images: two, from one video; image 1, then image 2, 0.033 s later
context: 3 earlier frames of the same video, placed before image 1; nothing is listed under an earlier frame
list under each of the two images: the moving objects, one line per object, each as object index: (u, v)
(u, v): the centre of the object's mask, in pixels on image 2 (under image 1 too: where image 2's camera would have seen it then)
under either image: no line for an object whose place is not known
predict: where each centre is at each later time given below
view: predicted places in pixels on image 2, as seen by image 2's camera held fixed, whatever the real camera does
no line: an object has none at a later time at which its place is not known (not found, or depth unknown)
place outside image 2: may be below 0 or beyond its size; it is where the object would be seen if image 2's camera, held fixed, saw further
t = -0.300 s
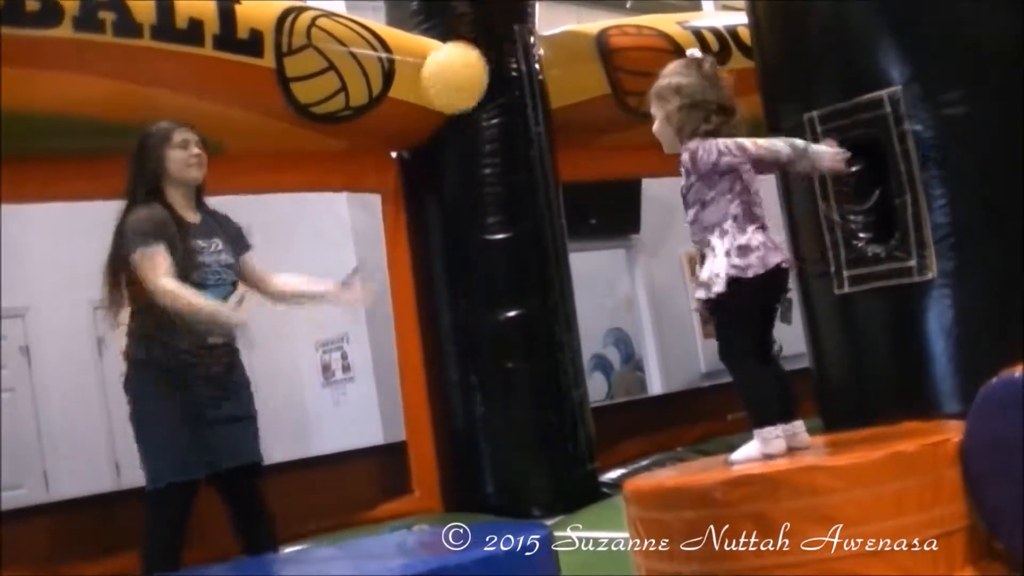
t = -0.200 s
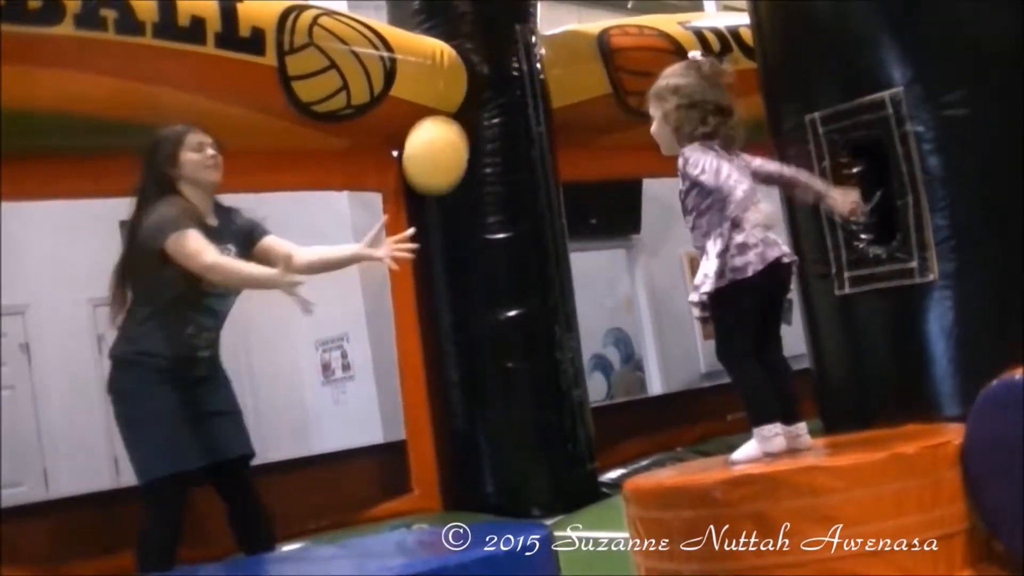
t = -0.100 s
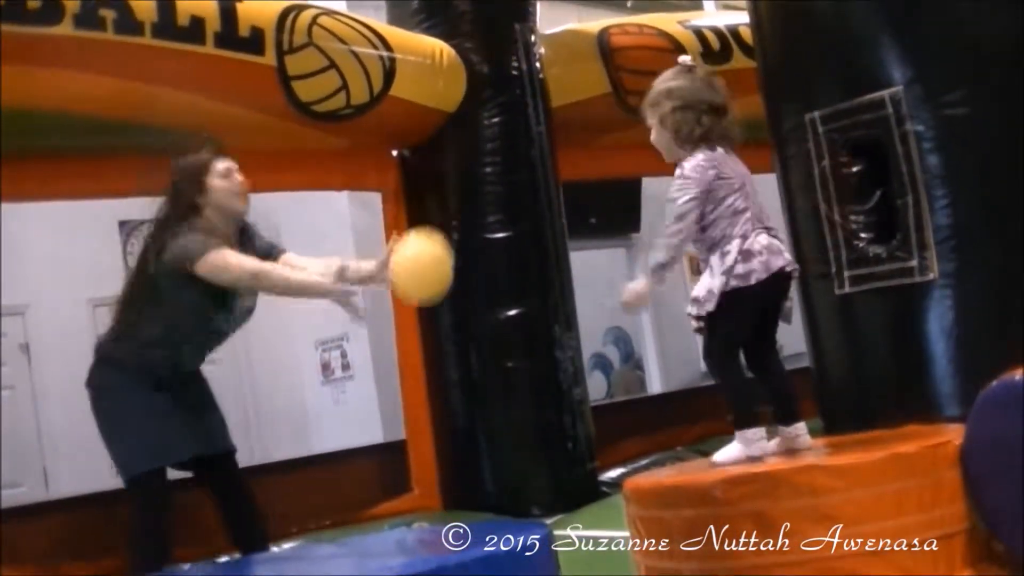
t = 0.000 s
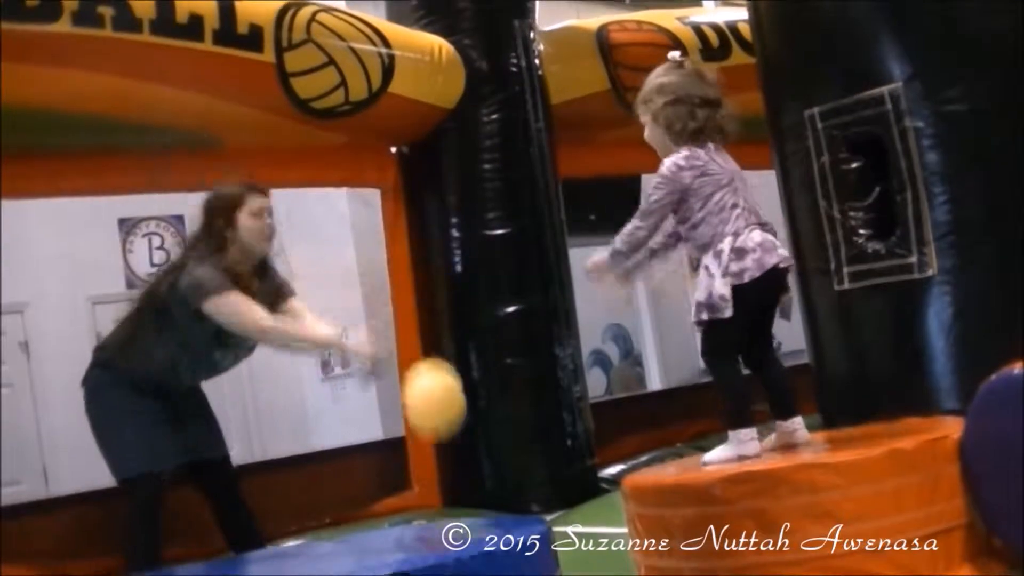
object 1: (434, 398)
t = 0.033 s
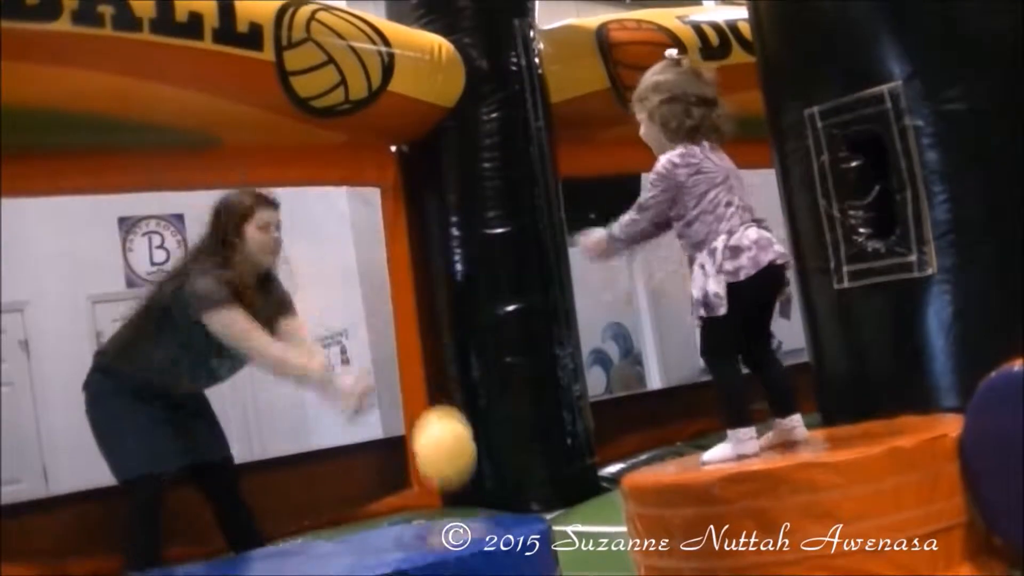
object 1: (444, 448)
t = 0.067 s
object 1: (453, 490)
